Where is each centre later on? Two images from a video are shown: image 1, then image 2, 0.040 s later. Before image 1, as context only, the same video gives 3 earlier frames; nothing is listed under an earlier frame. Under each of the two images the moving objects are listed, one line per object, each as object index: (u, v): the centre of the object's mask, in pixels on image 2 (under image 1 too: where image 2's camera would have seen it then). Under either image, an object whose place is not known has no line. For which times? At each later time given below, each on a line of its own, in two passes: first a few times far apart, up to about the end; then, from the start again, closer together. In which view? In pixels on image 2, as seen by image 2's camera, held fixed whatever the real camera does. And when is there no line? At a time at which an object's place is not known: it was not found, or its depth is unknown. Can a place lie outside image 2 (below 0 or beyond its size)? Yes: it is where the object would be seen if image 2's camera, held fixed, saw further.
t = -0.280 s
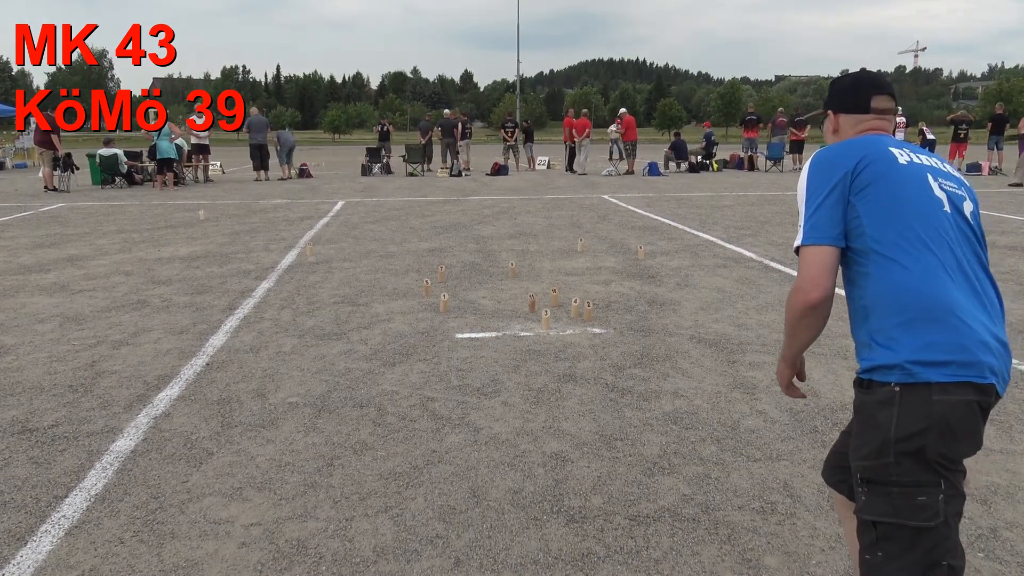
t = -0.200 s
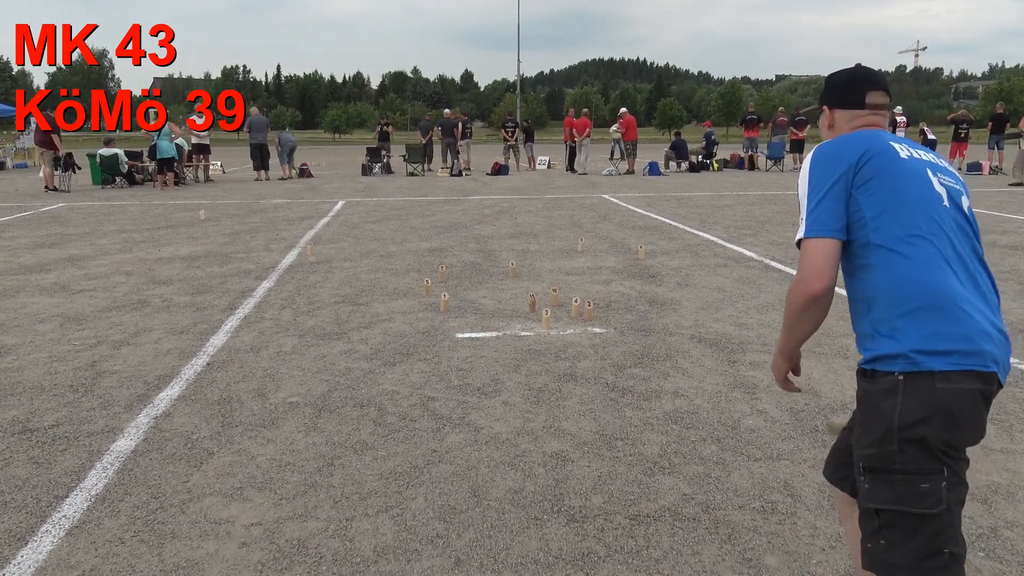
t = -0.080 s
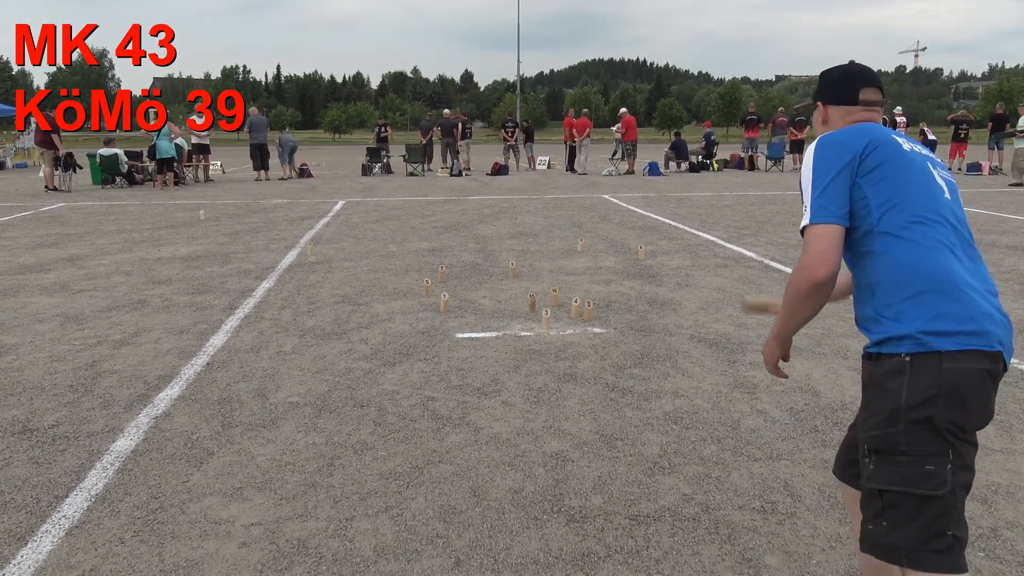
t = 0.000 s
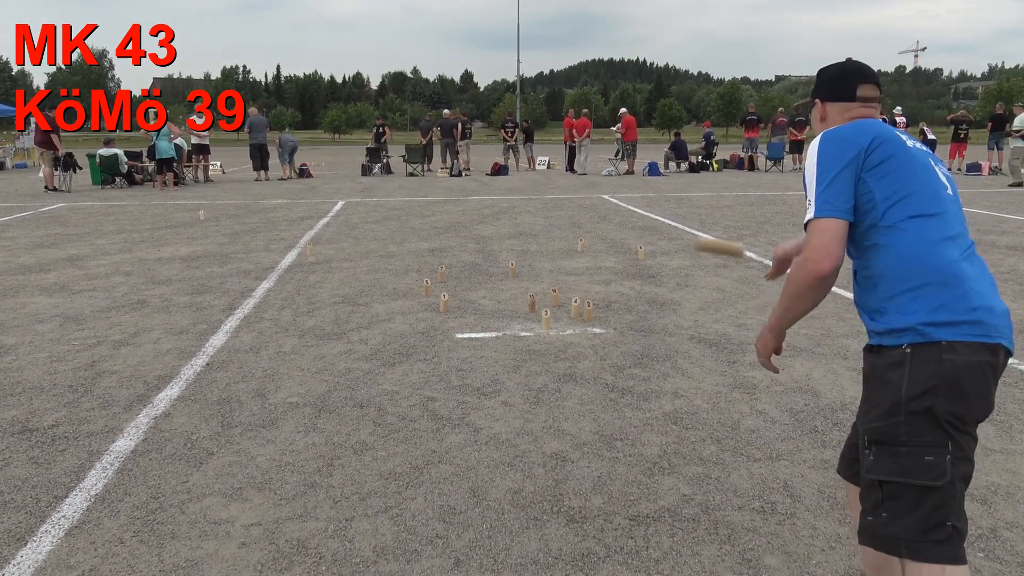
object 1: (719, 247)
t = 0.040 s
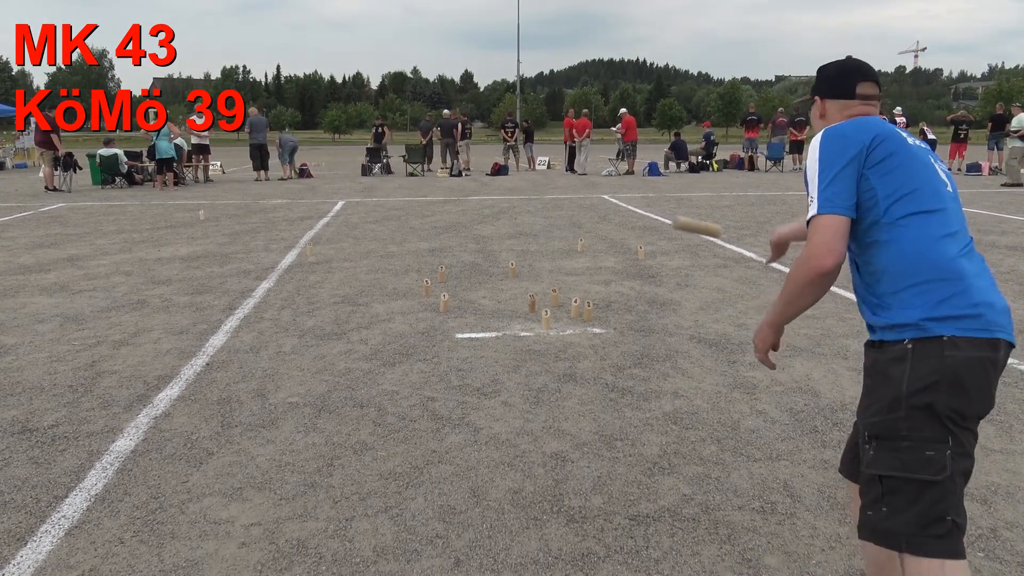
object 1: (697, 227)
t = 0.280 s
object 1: (598, 199)
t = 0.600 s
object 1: (521, 296)
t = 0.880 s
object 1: (463, 294)
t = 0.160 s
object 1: (642, 196)
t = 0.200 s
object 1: (626, 194)
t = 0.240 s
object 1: (612, 195)
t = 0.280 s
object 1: (598, 199)
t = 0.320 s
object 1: (587, 205)
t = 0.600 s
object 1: (521, 296)
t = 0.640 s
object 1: (517, 305)
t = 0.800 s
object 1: (475, 297)
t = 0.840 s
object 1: (470, 294)
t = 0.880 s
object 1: (463, 294)
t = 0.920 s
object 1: (458, 292)
